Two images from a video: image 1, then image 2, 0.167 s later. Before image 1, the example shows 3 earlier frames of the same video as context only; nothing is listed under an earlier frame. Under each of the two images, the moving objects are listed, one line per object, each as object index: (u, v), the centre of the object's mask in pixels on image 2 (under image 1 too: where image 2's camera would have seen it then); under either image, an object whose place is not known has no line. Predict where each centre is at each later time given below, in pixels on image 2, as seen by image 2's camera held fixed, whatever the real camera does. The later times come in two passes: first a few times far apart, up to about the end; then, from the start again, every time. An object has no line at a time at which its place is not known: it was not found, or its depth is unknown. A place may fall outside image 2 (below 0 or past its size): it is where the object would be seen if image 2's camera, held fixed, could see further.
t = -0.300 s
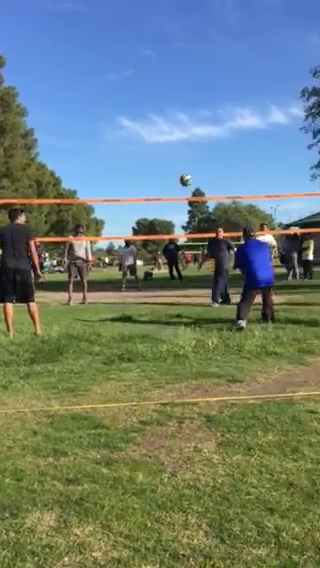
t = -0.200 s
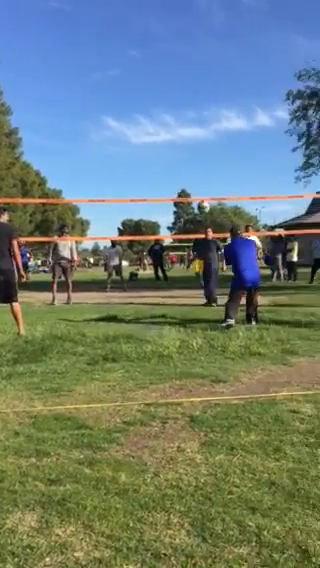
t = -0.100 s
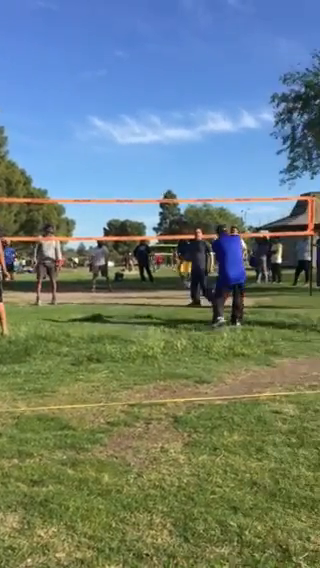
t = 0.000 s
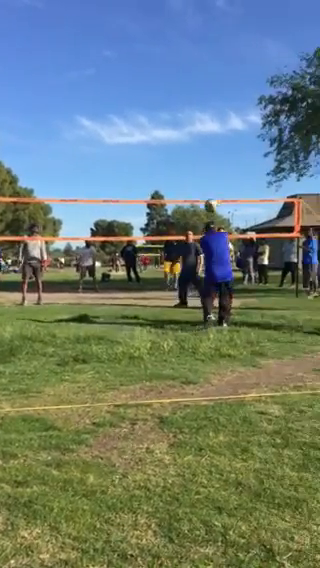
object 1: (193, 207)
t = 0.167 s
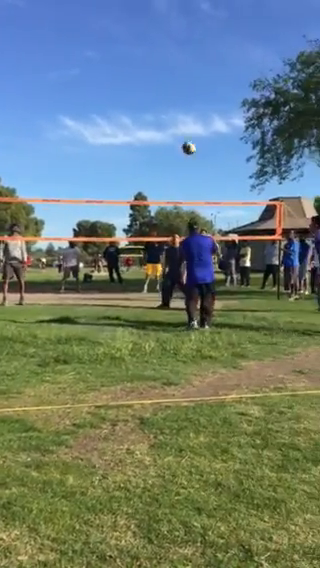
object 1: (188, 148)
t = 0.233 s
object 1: (187, 129)
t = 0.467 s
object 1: (182, 91)
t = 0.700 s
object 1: (177, 86)
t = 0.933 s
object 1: (171, 109)
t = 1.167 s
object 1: (166, 157)
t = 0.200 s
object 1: (188, 138)
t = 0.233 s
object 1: (187, 129)
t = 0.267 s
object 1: (187, 121)
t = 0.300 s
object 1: (186, 115)
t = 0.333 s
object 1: (185, 109)
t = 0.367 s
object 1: (184, 103)
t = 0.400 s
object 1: (183, 98)
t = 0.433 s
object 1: (183, 94)
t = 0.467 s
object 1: (182, 91)
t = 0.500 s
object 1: (181, 88)
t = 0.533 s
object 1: (180, 86)
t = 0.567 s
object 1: (179, 85)
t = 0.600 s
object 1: (179, 84)
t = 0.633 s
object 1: (178, 84)
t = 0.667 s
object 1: (177, 84)
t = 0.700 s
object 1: (177, 86)
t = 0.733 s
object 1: (176, 88)
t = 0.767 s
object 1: (175, 89)
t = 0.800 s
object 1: (174, 92)
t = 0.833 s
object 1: (174, 95)
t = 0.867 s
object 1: (173, 99)
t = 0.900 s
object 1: (172, 104)
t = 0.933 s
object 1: (171, 109)
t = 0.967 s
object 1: (170, 114)
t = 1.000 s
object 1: (170, 121)
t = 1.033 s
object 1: (169, 126)
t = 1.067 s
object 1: (168, 134)
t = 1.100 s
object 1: (167, 141)
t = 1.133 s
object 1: (167, 149)
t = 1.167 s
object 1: (166, 157)
